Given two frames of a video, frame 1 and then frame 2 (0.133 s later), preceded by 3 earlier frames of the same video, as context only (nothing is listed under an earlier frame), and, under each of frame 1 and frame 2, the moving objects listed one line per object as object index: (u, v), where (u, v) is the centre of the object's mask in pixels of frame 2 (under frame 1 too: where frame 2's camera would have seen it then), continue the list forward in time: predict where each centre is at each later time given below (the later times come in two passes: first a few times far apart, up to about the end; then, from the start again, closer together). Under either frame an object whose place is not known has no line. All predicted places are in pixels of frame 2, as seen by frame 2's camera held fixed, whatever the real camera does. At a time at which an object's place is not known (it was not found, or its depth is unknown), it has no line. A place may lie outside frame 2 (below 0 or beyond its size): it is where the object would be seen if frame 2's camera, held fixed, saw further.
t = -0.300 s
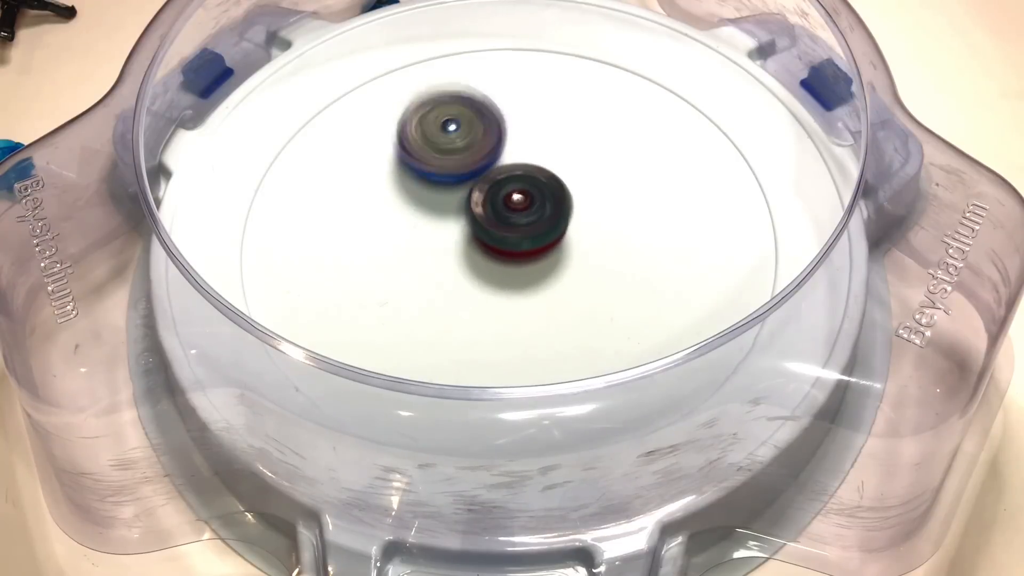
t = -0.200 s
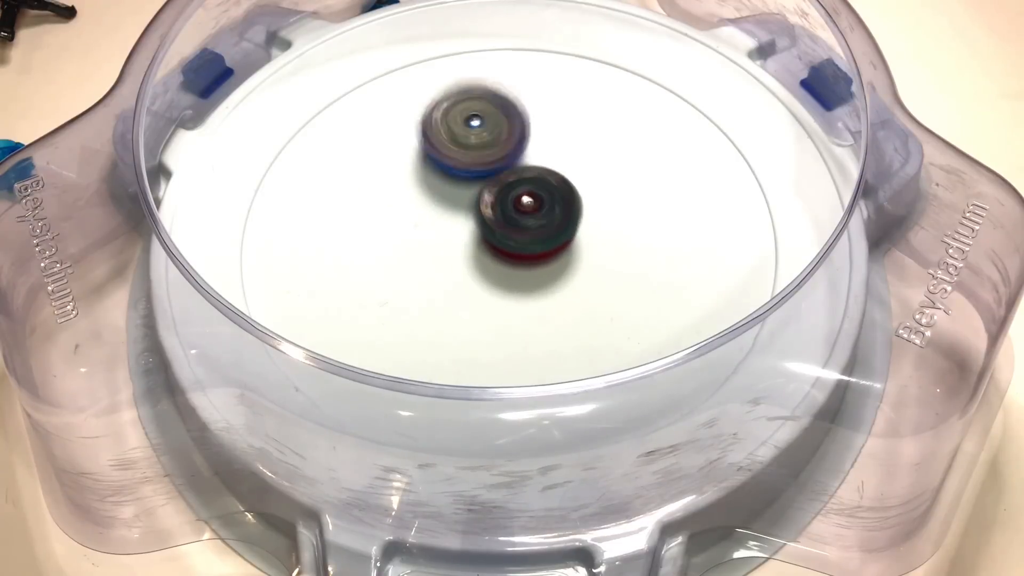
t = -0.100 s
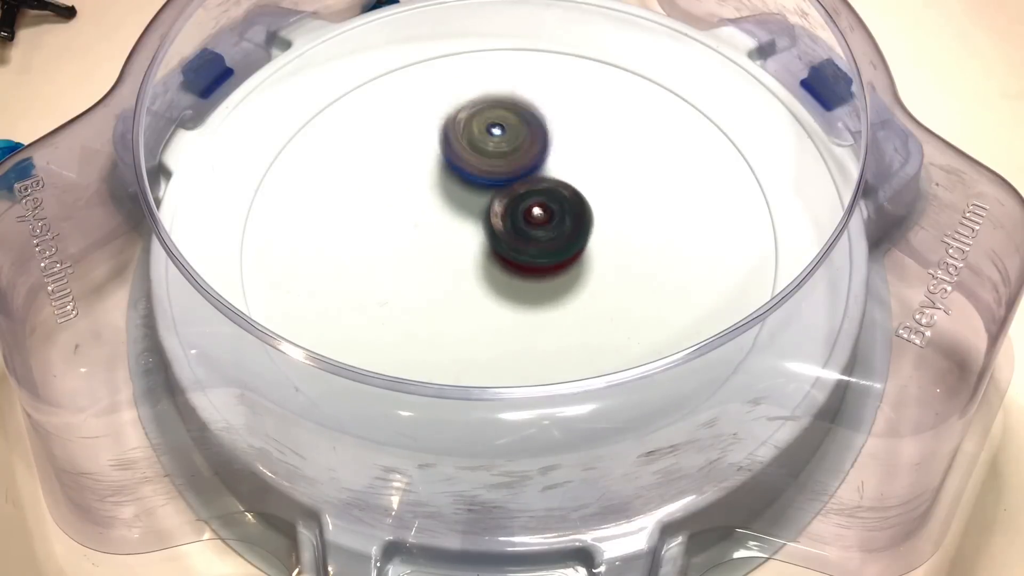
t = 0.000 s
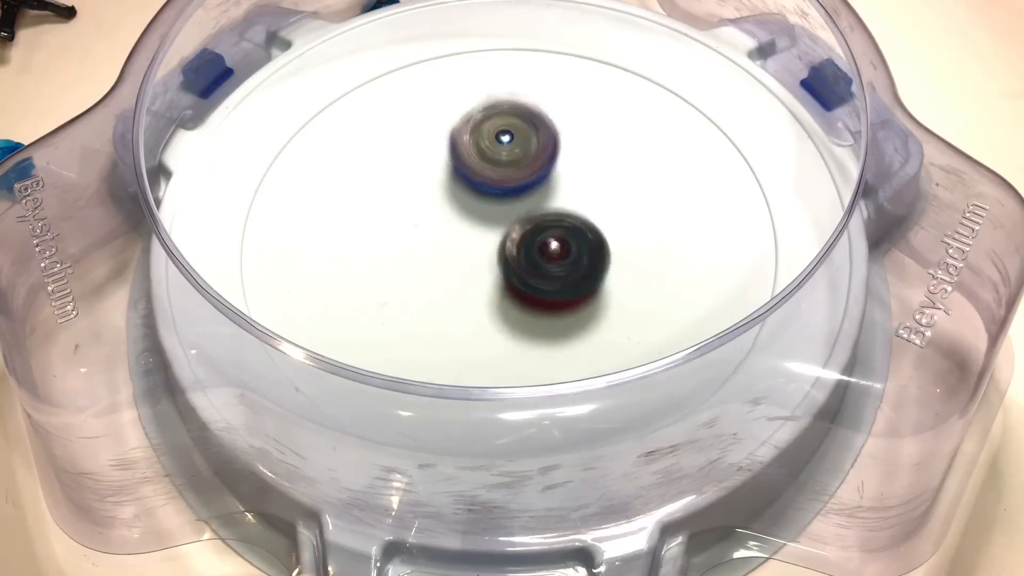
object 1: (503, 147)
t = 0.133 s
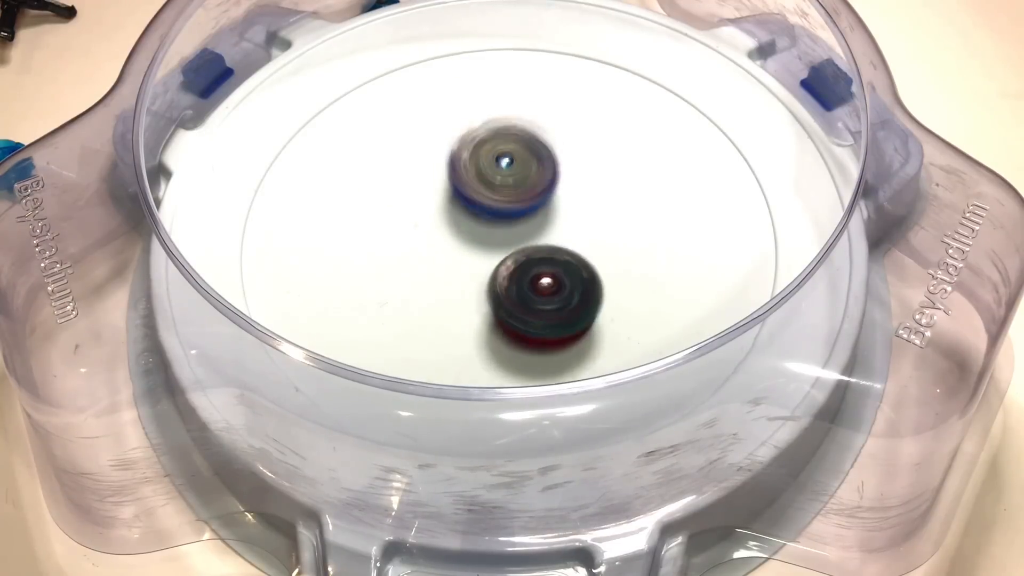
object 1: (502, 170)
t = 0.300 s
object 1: (501, 208)
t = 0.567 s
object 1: (465, 174)
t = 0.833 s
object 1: (469, 198)
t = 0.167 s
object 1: (501, 179)
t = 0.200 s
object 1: (501, 187)
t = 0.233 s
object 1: (501, 194)
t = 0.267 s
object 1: (501, 202)
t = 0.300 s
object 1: (501, 208)
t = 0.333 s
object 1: (498, 208)
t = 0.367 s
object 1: (489, 197)
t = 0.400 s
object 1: (482, 189)
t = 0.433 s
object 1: (478, 186)
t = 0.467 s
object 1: (475, 182)
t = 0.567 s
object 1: (465, 174)
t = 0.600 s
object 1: (463, 173)
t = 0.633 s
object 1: (462, 173)
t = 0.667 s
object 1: (463, 174)
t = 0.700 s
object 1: (463, 177)
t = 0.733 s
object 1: (465, 182)
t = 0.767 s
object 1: (466, 187)
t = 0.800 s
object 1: (468, 192)
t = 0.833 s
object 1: (469, 198)
